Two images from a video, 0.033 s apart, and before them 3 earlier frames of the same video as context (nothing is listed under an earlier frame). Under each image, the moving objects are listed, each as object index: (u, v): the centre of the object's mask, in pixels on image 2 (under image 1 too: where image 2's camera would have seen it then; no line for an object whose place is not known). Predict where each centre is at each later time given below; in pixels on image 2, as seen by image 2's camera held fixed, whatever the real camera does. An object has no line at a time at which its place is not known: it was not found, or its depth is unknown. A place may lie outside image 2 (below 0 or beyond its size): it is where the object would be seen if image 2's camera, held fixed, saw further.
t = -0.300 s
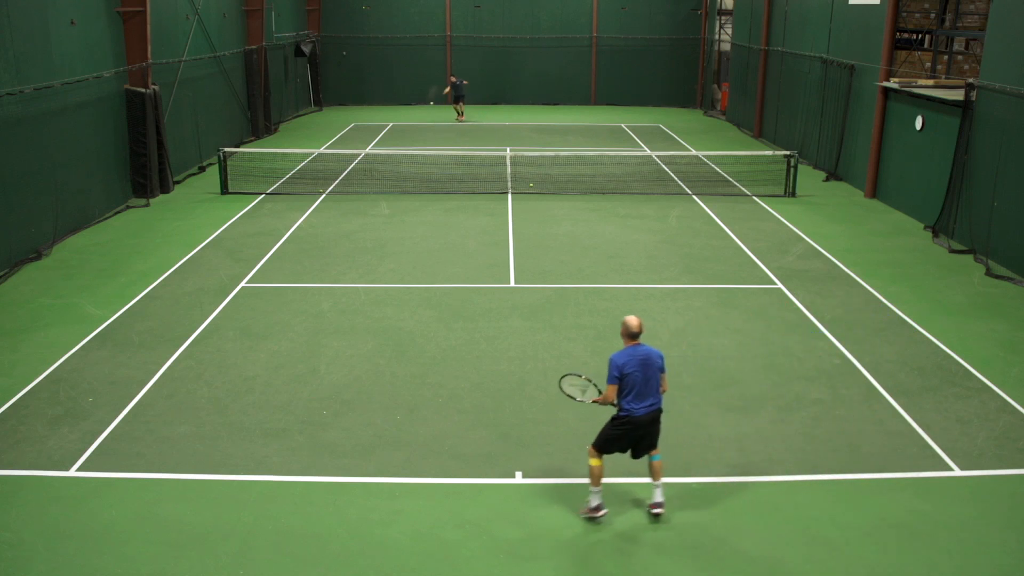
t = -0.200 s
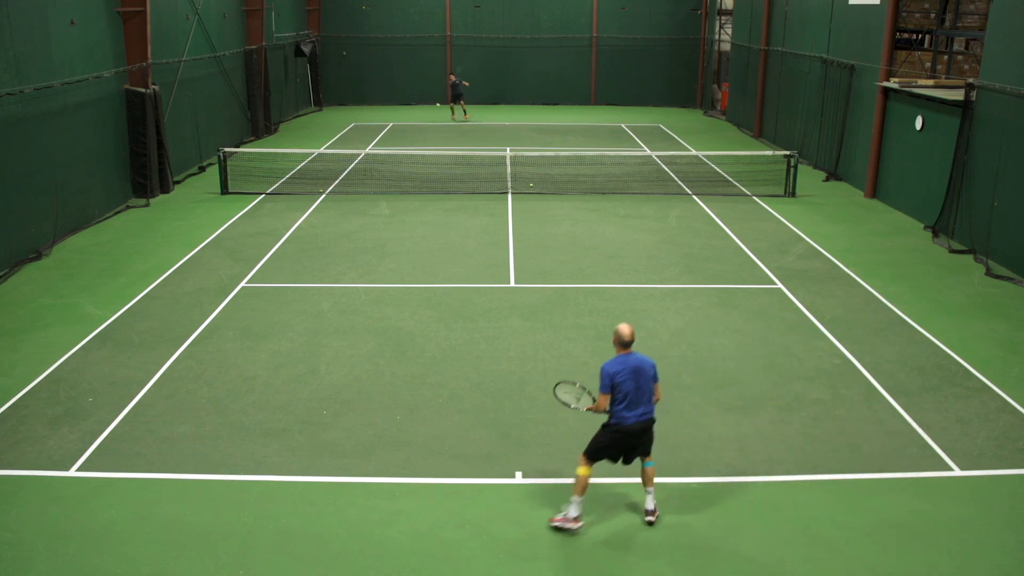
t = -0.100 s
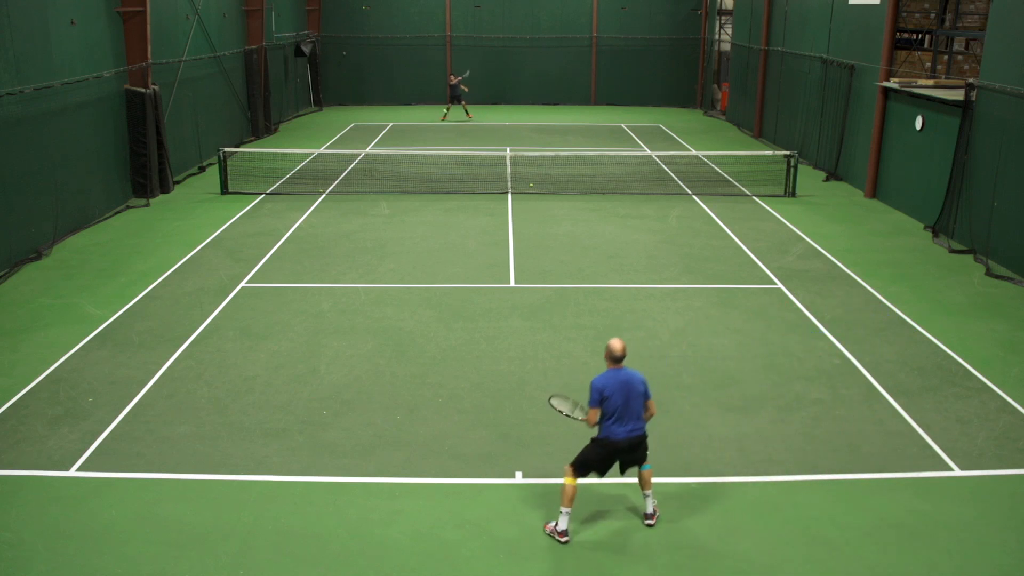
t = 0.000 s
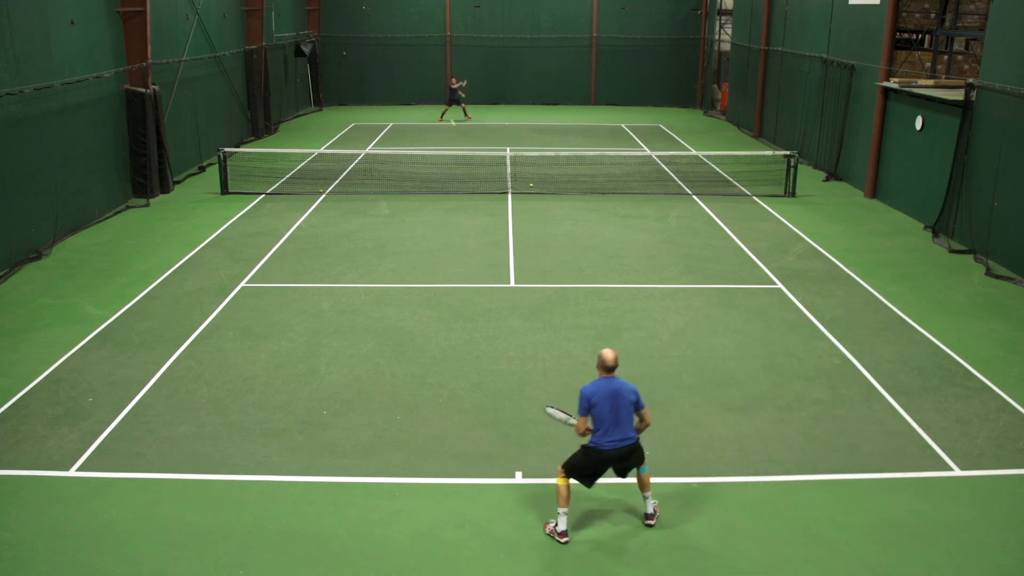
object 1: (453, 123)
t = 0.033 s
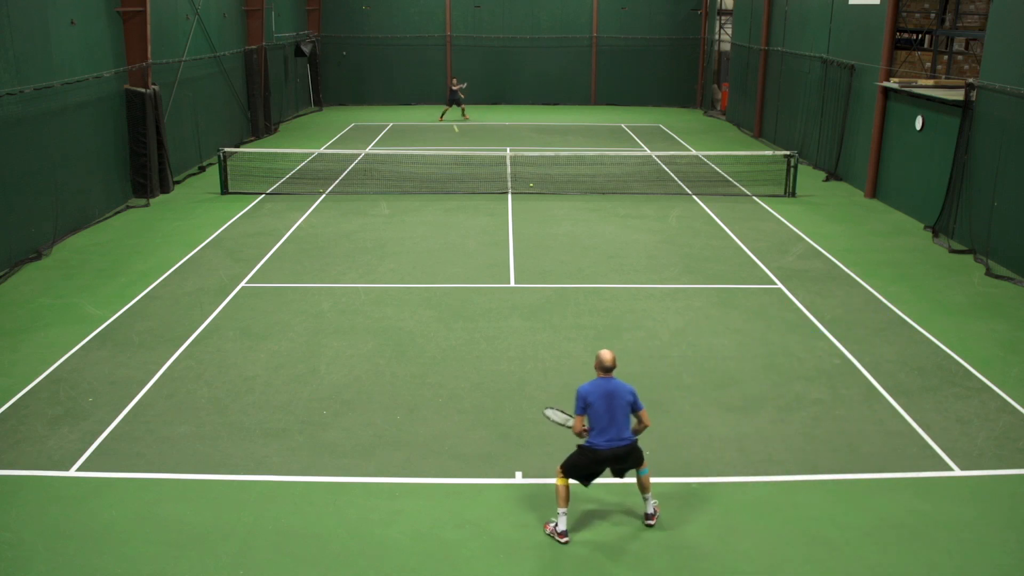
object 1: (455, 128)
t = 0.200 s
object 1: (472, 172)
